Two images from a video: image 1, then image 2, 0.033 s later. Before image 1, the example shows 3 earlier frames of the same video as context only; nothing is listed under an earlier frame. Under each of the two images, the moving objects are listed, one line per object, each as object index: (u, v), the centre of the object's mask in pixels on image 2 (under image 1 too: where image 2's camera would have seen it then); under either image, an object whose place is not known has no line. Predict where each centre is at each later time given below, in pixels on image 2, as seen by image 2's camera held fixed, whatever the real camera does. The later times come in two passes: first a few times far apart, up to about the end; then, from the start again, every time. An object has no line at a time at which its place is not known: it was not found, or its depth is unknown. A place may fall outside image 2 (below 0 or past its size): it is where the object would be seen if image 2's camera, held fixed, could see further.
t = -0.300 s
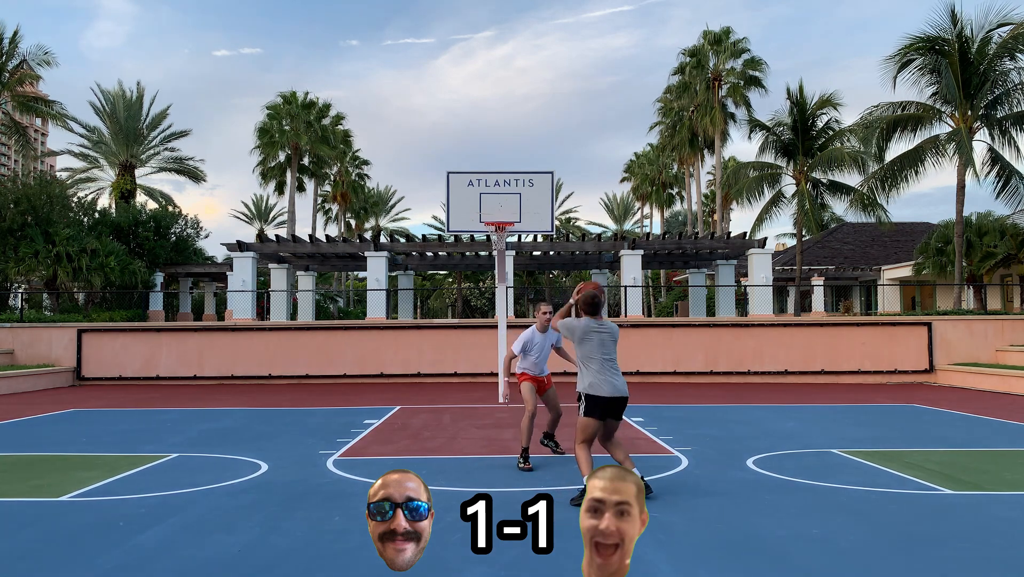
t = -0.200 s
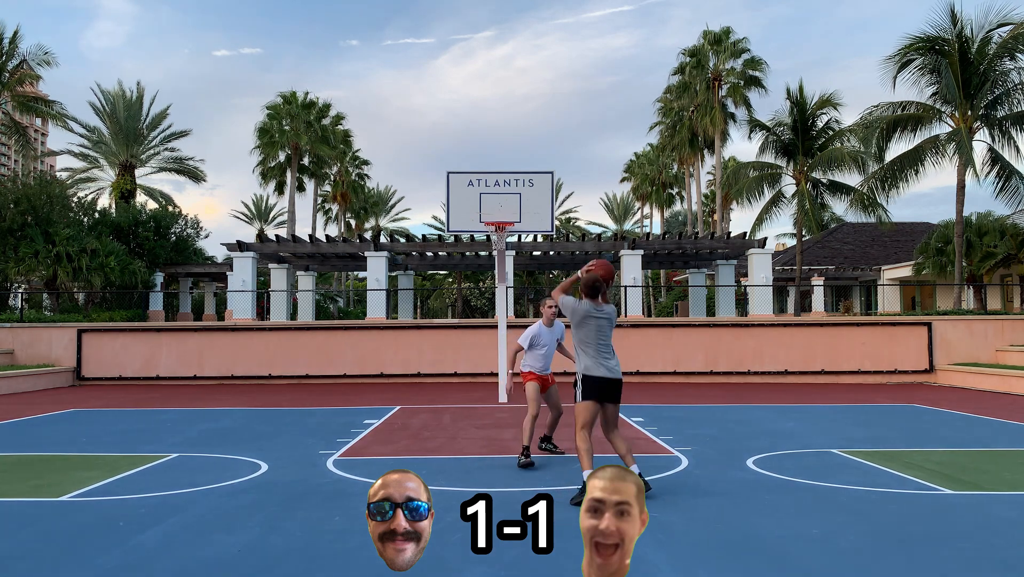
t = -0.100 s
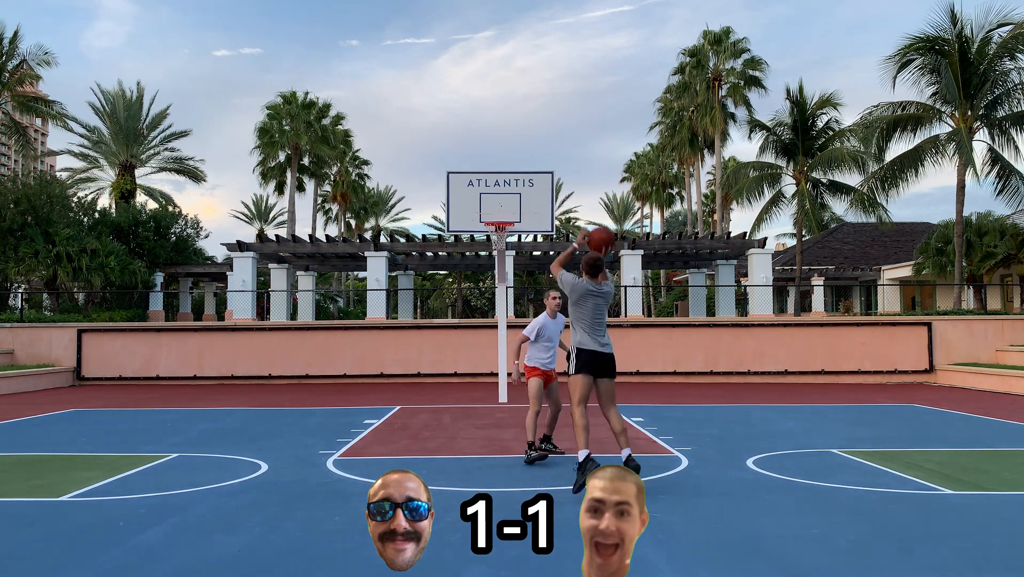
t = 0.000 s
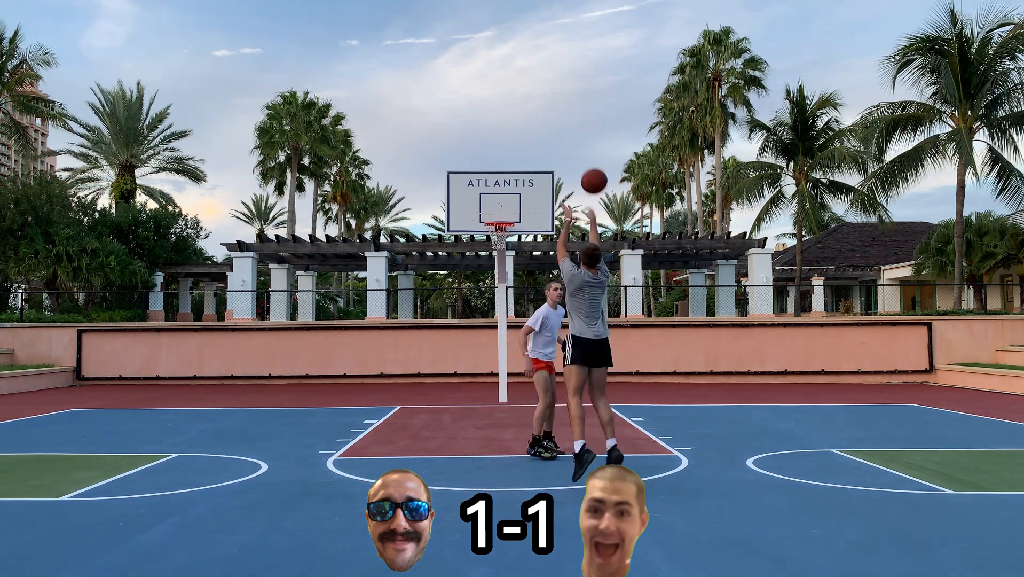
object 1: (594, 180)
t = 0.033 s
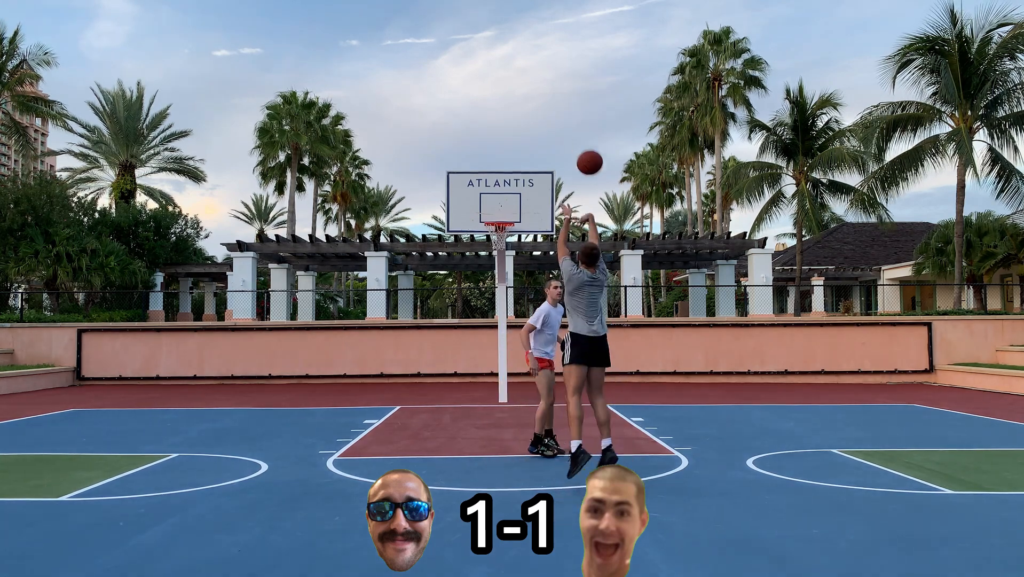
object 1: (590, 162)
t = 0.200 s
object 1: (571, 96)
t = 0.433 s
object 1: (550, 62)
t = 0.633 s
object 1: (537, 71)
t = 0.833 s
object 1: (526, 107)
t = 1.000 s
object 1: (518, 151)
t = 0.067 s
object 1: (585, 145)
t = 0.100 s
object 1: (581, 131)
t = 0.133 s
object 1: (578, 117)
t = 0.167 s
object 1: (574, 106)
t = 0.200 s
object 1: (571, 96)
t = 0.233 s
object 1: (567, 87)
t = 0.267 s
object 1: (564, 80)
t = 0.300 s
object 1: (561, 74)
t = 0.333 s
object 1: (558, 70)
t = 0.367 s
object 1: (556, 66)
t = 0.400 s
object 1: (553, 63)
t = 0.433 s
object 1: (550, 62)
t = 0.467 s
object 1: (548, 61)
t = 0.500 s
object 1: (545, 62)
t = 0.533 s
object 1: (543, 63)
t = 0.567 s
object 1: (541, 65)
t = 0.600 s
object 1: (539, 68)
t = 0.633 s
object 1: (537, 71)
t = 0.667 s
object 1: (535, 75)
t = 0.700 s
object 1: (533, 80)
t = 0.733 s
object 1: (531, 86)
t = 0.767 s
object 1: (529, 92)
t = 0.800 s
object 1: (527, 99)
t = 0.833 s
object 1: (526, 107)
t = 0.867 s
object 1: (524, 115)
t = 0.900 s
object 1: (522, 123)
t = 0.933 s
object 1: (521, 132)
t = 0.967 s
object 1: (519, 141)
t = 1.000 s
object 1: (518, 151)
